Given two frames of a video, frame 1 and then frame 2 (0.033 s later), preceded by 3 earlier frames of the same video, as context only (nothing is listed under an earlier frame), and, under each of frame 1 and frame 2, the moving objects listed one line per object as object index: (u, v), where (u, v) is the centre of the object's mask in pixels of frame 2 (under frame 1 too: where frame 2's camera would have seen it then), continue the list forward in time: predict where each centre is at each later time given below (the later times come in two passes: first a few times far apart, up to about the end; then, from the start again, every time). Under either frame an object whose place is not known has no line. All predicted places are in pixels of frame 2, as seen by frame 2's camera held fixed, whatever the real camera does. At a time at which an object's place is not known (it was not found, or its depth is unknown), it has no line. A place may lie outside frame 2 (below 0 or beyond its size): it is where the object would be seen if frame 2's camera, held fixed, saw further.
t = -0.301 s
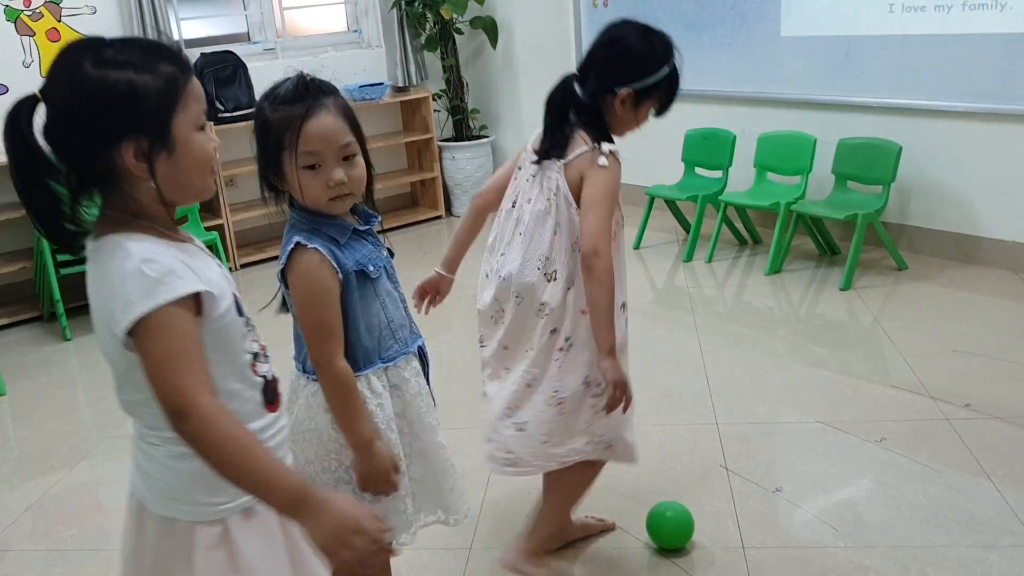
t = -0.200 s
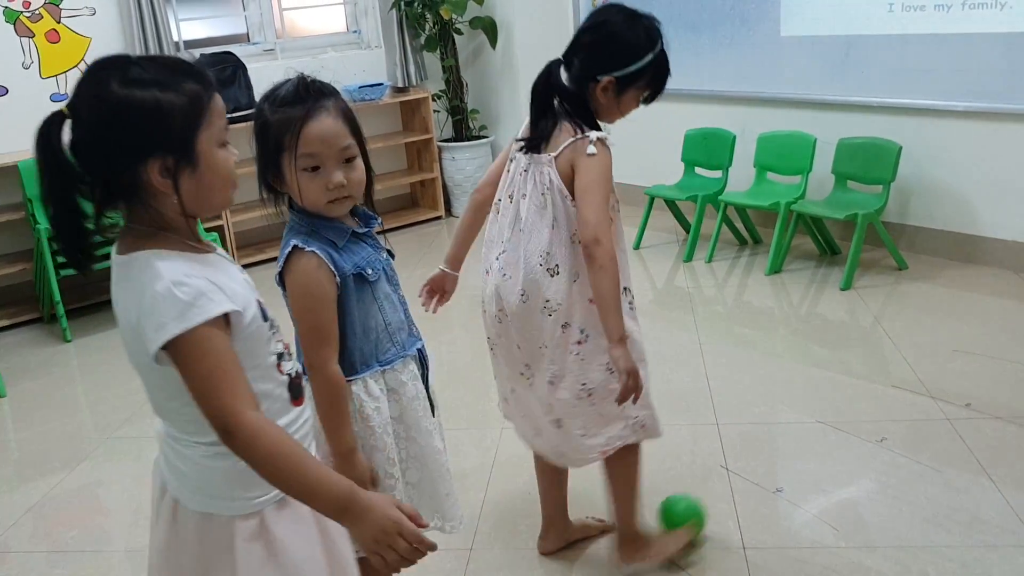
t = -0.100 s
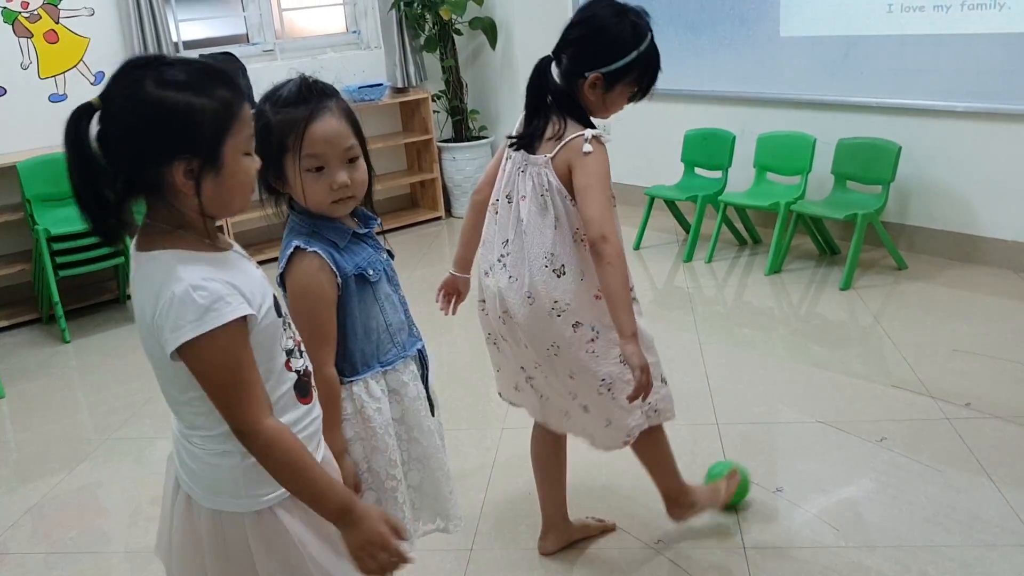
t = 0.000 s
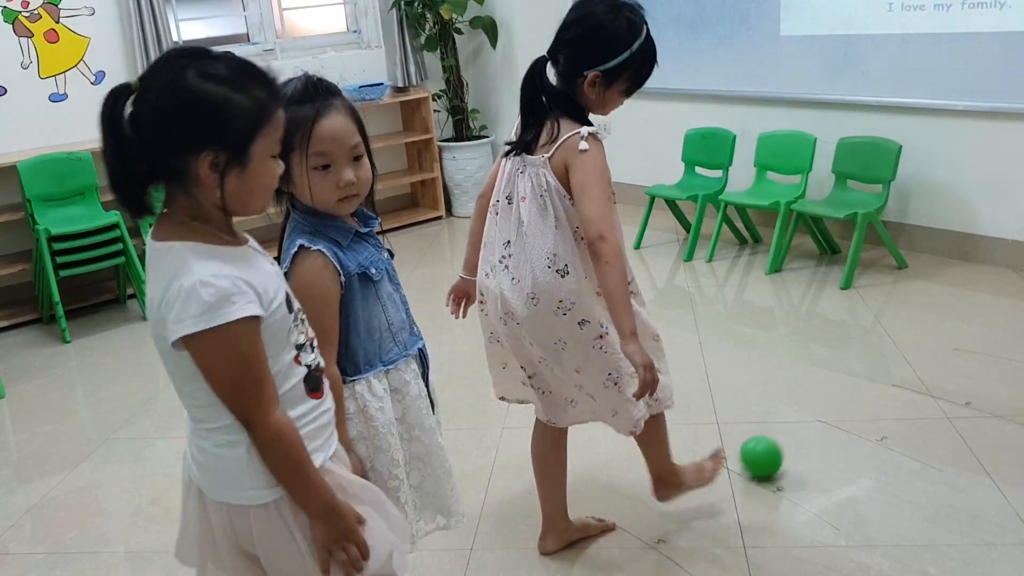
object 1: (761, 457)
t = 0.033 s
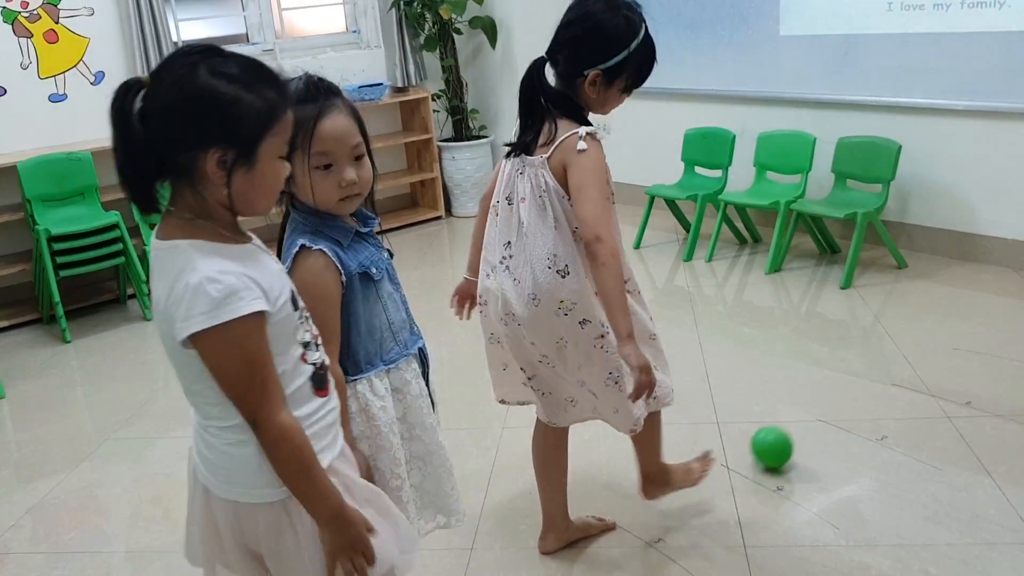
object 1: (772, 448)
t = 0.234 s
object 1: (826, 408)
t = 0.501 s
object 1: (883, 363)
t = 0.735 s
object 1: (924, 333)
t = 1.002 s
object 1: (961, 303)
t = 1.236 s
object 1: (986, 280)
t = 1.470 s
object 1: (1006, 262)
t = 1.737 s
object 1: (1001, 269)
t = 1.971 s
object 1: (992, 275)
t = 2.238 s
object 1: (980, 279)
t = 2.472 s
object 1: (966, 283)
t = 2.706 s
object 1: (954, 286)
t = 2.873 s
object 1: (943, 287)
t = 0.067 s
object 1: (782, 442)
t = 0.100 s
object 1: (792, 435)
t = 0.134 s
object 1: (801, 427)
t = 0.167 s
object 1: (809, 420)
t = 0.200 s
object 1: (817, 415)
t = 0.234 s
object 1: (826, 408)
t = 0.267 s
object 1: (834, 402)
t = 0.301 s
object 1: (841, 396)
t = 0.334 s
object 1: (849, 389)
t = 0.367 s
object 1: (855, 384)
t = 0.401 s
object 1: (863, 379)
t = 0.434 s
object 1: (871, 374)
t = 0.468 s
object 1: (877, 369)
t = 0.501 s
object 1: (883, 363)
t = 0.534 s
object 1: (890, 359)
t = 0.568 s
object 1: (897, 354)
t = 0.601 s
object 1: (903, 350)
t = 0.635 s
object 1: (909, 345)
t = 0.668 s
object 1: (914, 341)
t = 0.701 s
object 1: (919, 337)
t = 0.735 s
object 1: (924, 333)
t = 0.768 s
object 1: (929, 329)
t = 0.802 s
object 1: (934, 325)
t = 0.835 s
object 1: (939, 320)
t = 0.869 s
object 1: (943, 317)
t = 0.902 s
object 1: (947, 313)
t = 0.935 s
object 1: (952, 310)
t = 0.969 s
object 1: (957, 306)
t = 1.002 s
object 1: (961, 303)
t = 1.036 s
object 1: (965, 299)
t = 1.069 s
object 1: (969, 296)
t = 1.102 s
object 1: (972, 293)
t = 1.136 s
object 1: (976, 290)
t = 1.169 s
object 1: (980, 287)
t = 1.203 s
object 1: (984, 284)
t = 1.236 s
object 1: (986, 280)
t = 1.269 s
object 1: (989, 278)
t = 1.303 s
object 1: (992, 275)
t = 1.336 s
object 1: (996, 273)
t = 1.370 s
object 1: (999, 270)
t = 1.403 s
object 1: (1002, 267)
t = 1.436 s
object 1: (1004, 265)
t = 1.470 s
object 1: (1006, 262)
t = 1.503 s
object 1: (1008, 260)
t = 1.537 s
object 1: (1007, 262)
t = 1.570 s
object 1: (1005, 264)
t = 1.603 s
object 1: (1004, 265)
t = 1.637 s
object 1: (1004, 267)
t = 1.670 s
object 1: (1003, 267)
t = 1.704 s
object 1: (1002, 269)
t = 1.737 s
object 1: (1001, 269)
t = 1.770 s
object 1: (999, 270)
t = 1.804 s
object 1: (998, 271)
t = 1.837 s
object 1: (997, 272)
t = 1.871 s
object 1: (996, 273)
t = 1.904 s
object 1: (995, 273)
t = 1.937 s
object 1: (993, 274)
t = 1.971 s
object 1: (992, 275)
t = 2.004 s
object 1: (990, 276)
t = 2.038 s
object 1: (989, 276)
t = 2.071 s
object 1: (988, 277)
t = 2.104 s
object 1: (987, 278)
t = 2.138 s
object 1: (985, 278)
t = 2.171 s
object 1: (983, 278)
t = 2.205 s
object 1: (982, 279)
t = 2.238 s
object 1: (980, 279)
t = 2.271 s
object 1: (978, 280)
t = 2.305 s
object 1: (976, 281)
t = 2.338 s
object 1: (974, 281)
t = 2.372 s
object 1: (972, 282)
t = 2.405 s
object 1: (970, 282)
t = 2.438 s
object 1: (968, 283)
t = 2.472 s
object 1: (966, 283)
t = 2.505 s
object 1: (964, 283)
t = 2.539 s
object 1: (962, 284)
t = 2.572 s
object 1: (961, 284)
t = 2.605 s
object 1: (959, 285)
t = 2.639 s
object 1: (958, 285)
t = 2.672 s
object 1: (956, 285)
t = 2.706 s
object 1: (954, 286)
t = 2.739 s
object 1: (952, 286)
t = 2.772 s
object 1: (950, 286)
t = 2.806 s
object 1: (948, 287)
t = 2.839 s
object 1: (946, 287)
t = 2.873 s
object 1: (943, 287)
